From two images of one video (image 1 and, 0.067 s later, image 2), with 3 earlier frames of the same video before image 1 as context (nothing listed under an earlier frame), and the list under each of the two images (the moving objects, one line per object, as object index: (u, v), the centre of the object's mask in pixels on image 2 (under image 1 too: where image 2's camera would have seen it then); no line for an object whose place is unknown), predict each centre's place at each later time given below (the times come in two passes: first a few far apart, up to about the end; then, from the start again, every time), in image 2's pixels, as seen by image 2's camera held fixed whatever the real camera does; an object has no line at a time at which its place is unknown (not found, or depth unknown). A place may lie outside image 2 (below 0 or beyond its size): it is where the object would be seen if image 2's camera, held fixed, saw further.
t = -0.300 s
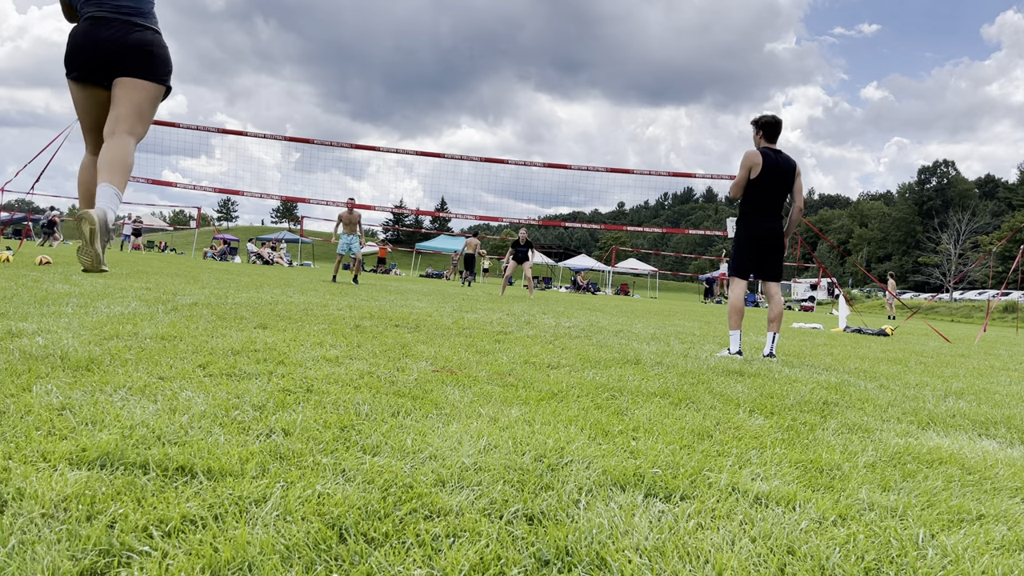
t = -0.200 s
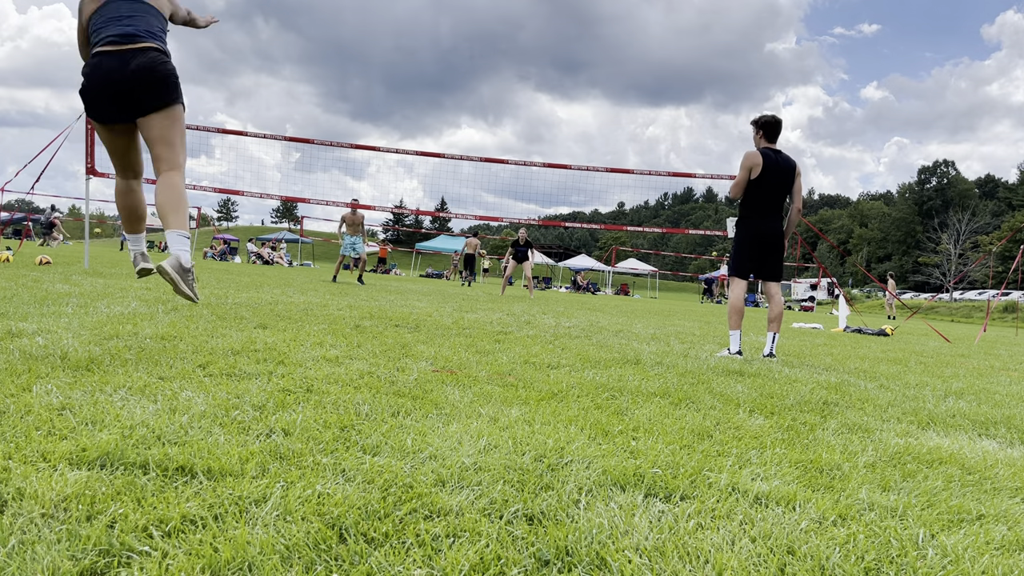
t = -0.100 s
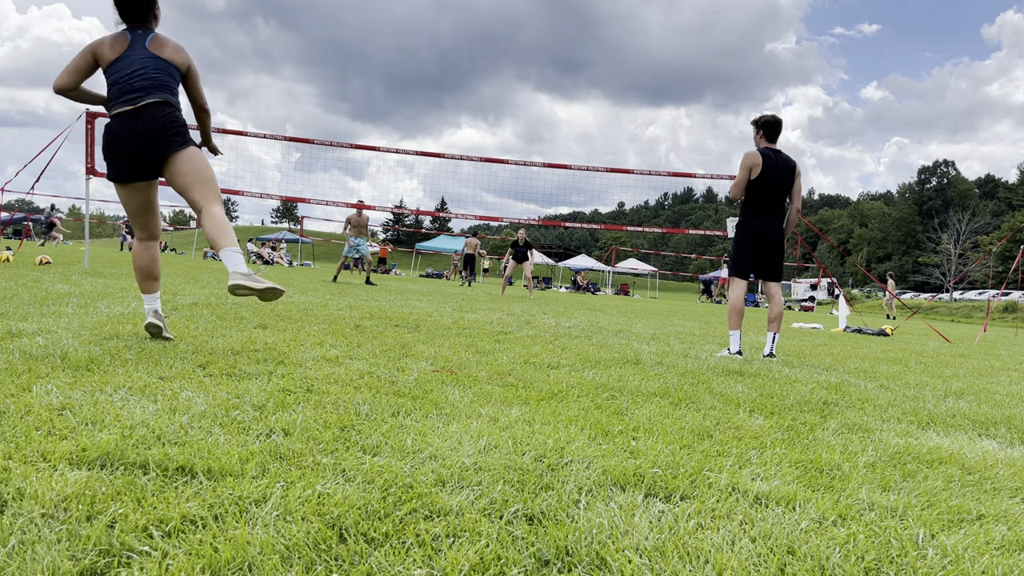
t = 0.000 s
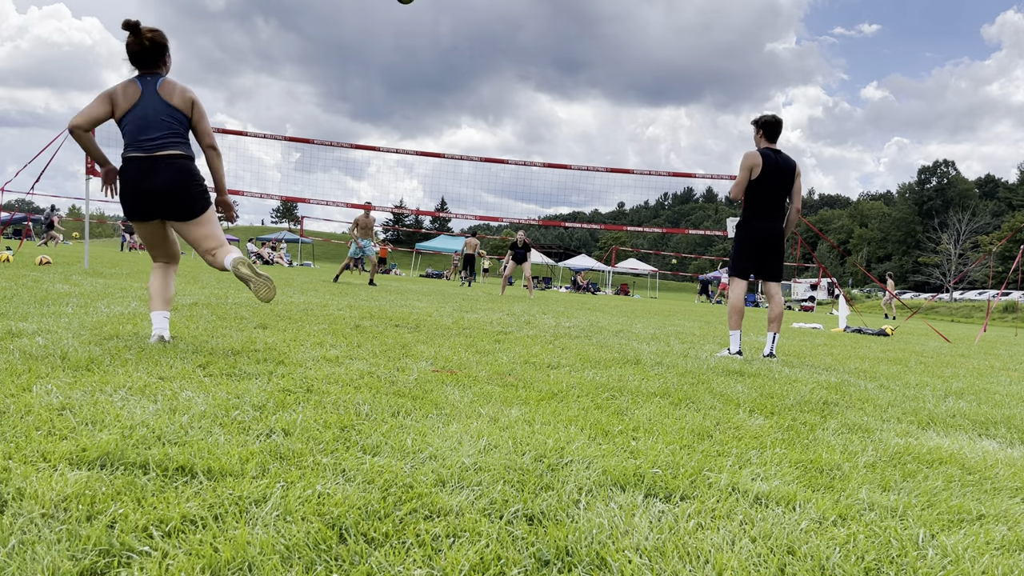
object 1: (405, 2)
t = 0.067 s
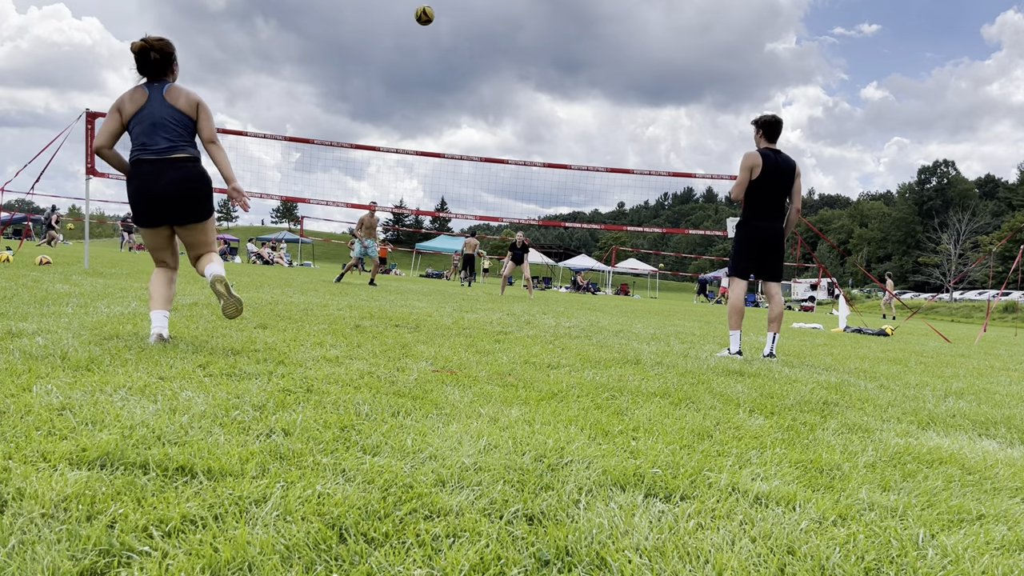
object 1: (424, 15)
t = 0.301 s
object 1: (468, 90)
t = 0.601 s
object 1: (498, 178)
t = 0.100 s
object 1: (432, 26)
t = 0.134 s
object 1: (440, 37)
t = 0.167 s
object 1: (447, 48)
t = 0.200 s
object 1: (452, 59)
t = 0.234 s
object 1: (458, 70)
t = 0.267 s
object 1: (463, 80)
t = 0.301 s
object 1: (468, 90)
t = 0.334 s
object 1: (472, 101)
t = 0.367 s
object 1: (477, 111)
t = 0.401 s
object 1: (480, 120)
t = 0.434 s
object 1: (484, 130)
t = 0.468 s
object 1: (487, 140)
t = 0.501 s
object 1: (490, 149)
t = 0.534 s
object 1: (493, 158)
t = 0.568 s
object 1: (496, 168)
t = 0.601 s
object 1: (498, 178)
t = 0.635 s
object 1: (500, 188)
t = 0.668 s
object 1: (503, 197)
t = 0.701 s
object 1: (505, 206)
